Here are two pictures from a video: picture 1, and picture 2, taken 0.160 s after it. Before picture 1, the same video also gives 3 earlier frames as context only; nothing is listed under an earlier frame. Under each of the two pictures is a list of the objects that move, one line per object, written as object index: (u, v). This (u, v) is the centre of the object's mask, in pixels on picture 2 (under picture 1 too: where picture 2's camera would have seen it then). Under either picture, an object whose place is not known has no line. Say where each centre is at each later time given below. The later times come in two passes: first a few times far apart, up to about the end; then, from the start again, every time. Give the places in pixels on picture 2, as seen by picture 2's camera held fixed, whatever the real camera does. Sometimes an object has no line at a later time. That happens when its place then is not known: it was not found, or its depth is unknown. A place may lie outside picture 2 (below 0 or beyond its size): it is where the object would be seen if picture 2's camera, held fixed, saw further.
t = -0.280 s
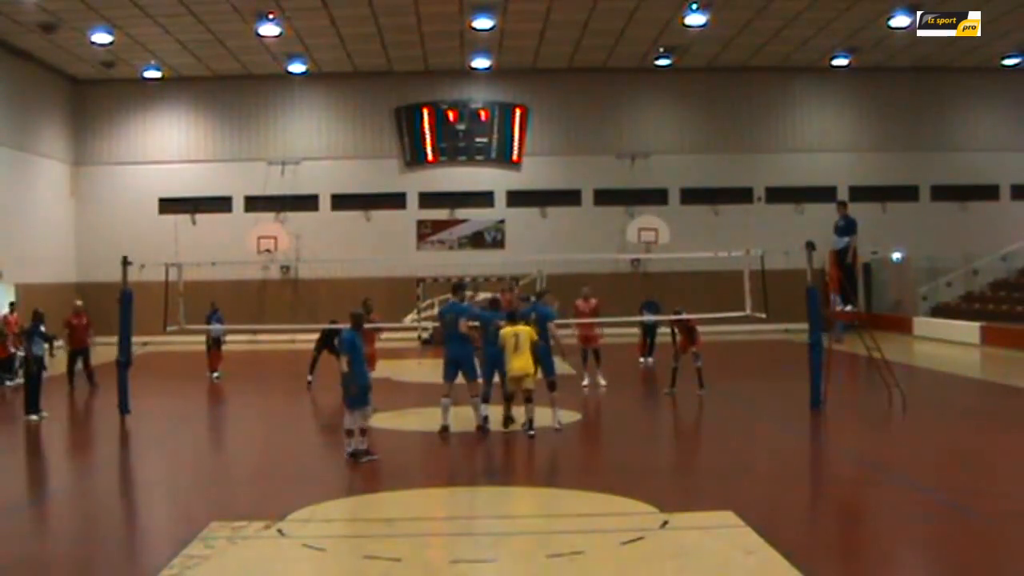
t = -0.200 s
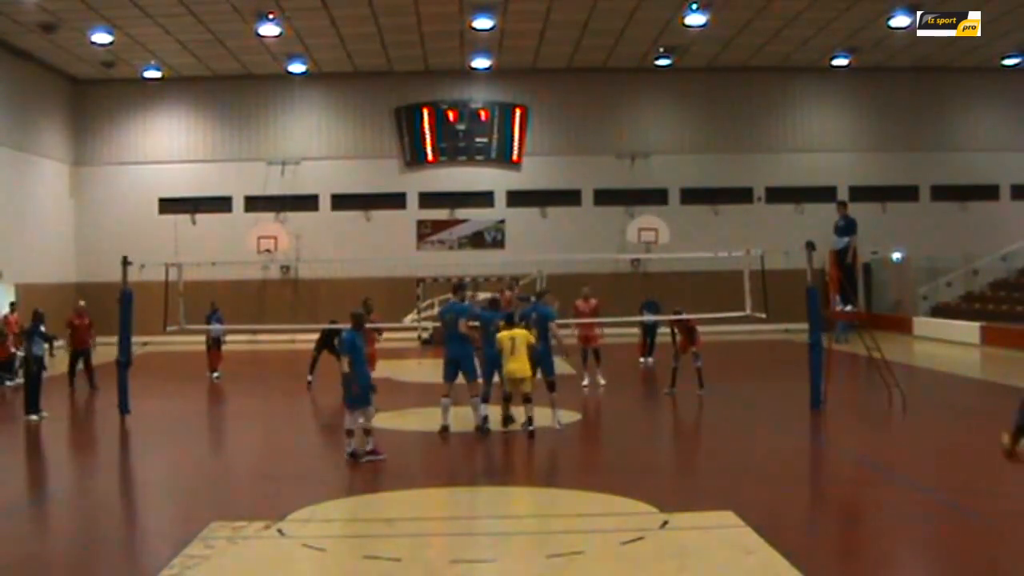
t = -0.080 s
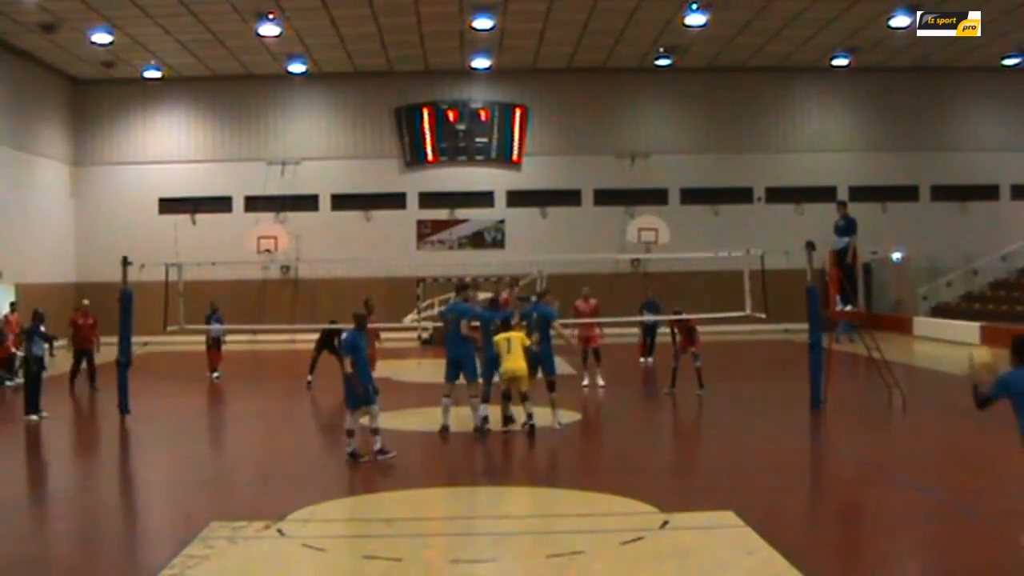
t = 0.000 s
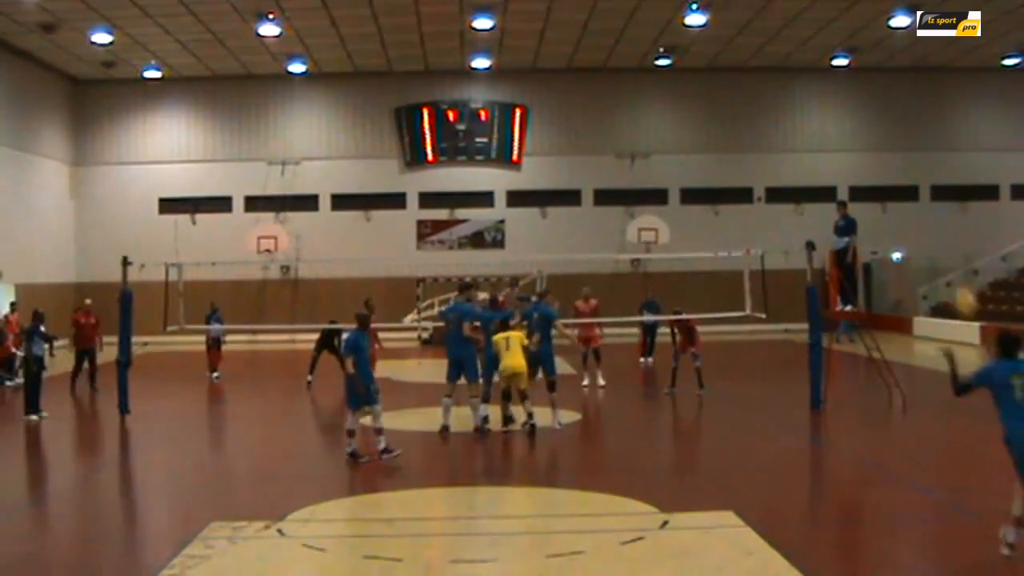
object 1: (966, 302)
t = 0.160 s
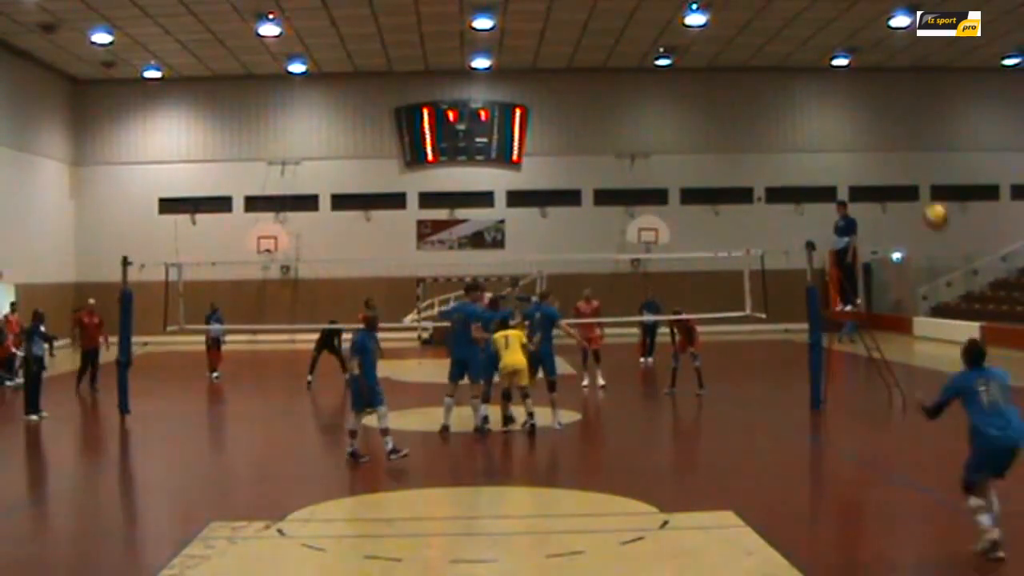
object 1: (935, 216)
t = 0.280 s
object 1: (915, 175)
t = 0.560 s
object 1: (875, 151)
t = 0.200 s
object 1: (928, 200)
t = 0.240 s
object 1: (921, 187)
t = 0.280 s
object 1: (915, 175)
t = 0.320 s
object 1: (908, 164)
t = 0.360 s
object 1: (902, 157)
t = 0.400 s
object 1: (896, 153)
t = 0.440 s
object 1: (891, 149)
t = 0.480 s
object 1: (886, 148)
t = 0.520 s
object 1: (880, 148)
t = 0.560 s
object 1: (875, 151)
